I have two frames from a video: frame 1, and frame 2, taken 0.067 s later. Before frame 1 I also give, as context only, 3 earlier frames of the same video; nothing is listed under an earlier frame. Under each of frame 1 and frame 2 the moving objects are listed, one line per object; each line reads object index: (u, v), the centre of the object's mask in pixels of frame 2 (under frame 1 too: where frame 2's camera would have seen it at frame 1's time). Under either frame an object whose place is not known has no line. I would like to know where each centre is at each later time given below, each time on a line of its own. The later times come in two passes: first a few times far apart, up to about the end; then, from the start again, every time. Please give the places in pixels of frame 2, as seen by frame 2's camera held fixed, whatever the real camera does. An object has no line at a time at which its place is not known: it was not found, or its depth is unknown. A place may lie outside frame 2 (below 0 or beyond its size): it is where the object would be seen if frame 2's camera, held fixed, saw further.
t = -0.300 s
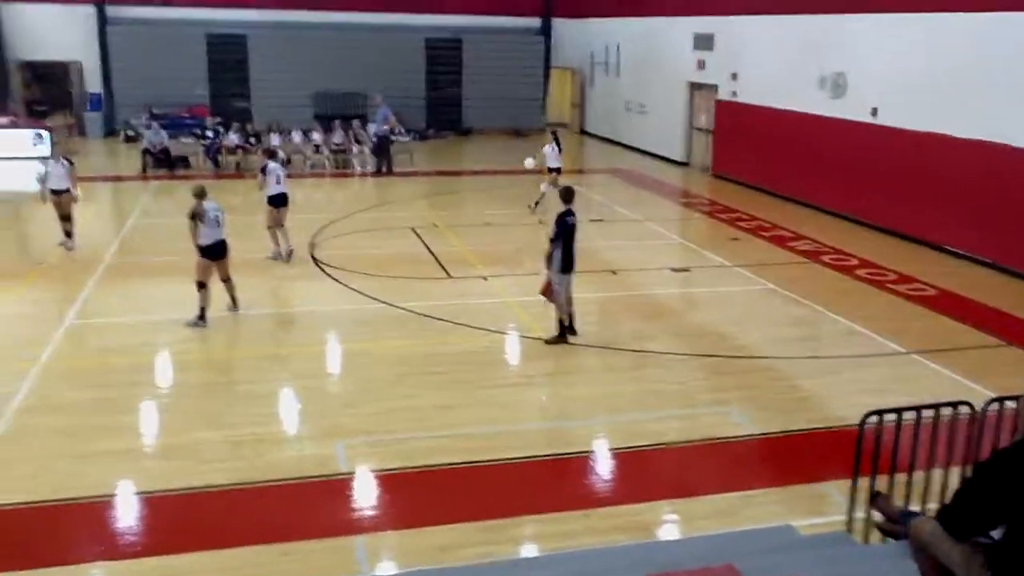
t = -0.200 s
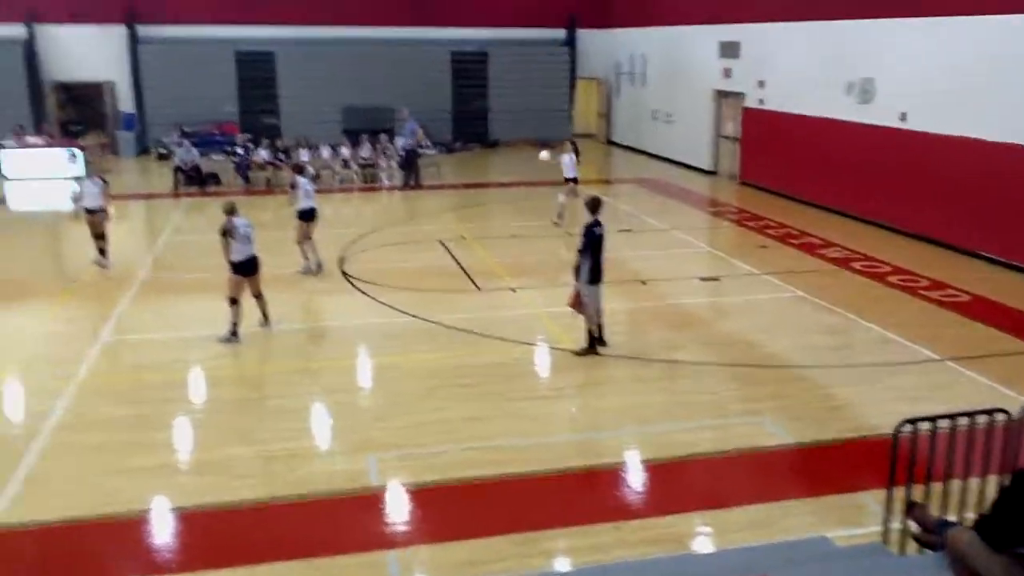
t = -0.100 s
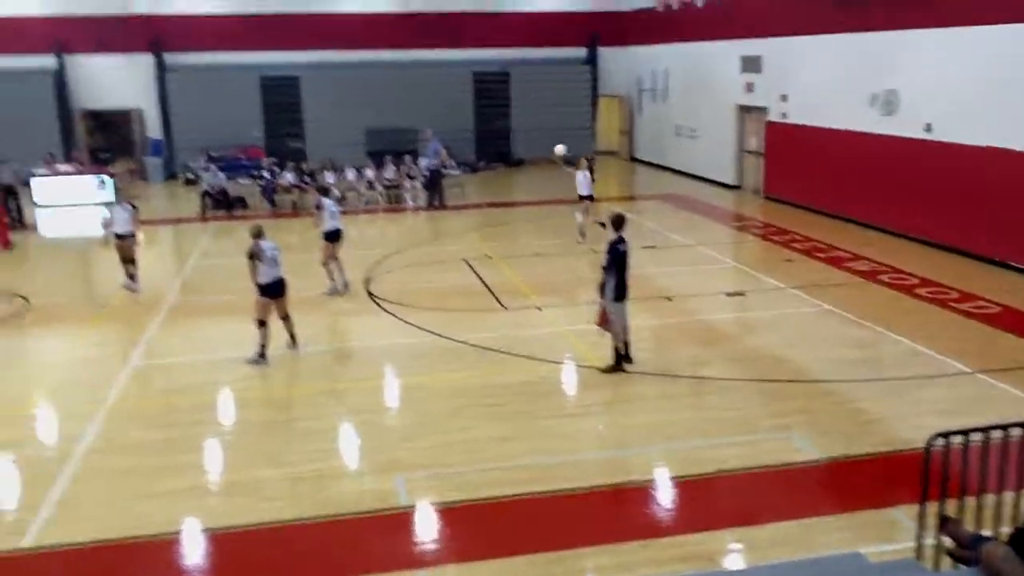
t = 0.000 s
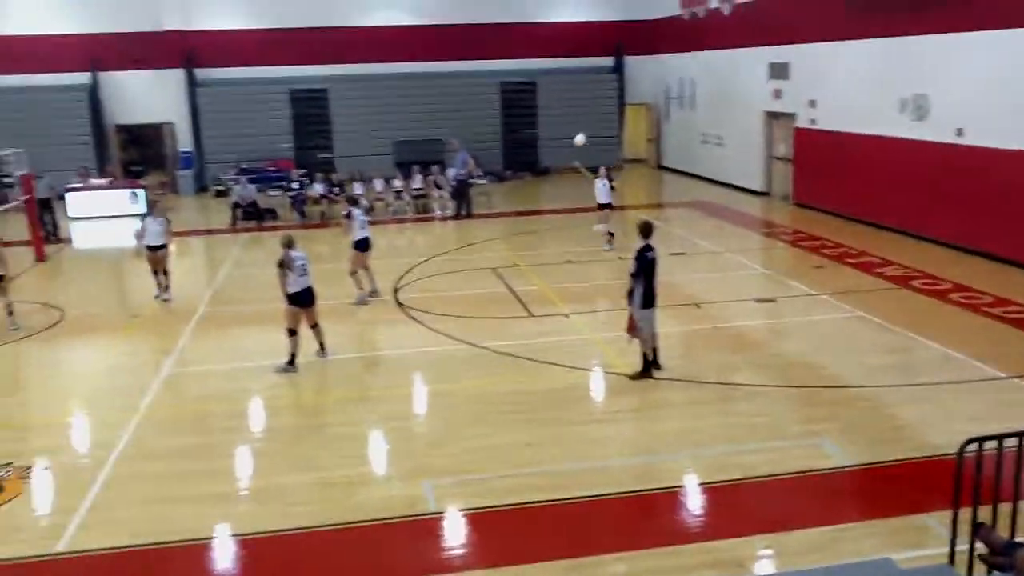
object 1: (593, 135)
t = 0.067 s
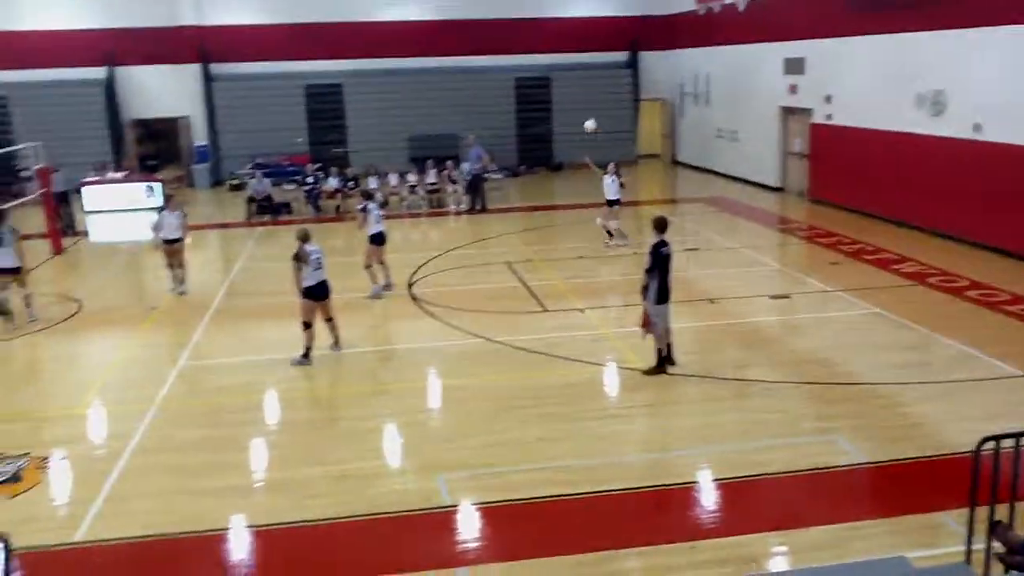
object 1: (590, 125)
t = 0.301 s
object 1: (573, 110)
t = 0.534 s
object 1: (560, 124)
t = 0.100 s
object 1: (587, 121)
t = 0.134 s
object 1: (584, 118)
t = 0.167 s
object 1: (582, 115)
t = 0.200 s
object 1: (580, 113)
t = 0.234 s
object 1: (577, 111)
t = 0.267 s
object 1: (576, 110)
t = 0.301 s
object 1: (573, 110)
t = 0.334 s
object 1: (572, 110)
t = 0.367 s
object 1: (569, 110)
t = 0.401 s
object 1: (567, 112)
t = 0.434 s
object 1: (566, 114)
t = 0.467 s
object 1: (563, 116)
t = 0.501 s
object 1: (562, 120)
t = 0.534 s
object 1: (560, 124)
